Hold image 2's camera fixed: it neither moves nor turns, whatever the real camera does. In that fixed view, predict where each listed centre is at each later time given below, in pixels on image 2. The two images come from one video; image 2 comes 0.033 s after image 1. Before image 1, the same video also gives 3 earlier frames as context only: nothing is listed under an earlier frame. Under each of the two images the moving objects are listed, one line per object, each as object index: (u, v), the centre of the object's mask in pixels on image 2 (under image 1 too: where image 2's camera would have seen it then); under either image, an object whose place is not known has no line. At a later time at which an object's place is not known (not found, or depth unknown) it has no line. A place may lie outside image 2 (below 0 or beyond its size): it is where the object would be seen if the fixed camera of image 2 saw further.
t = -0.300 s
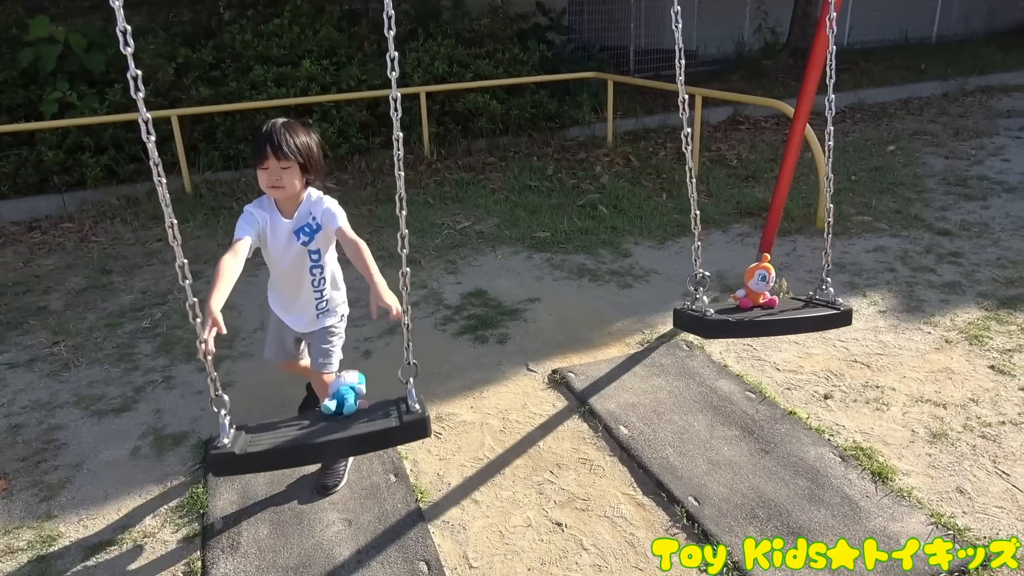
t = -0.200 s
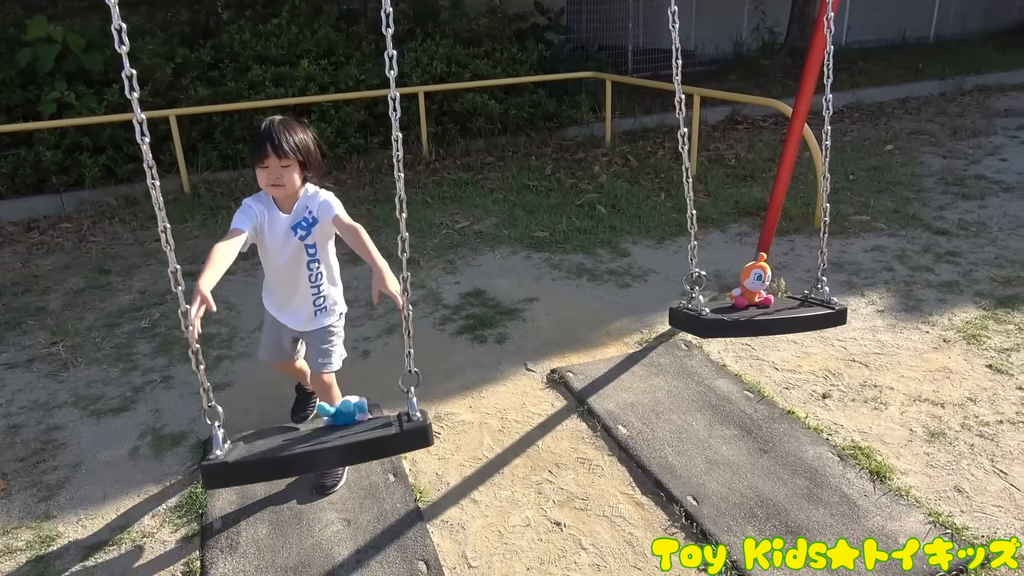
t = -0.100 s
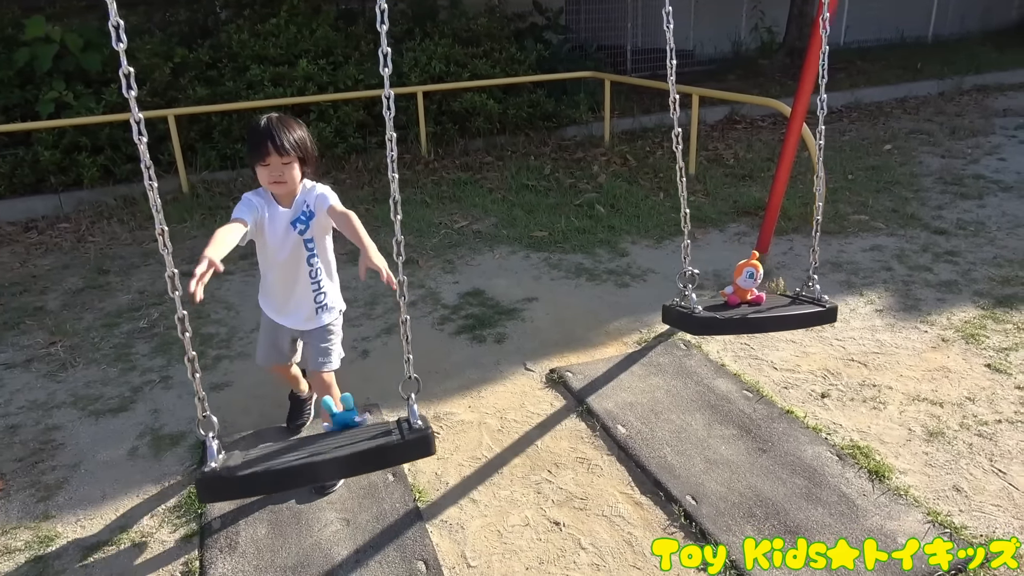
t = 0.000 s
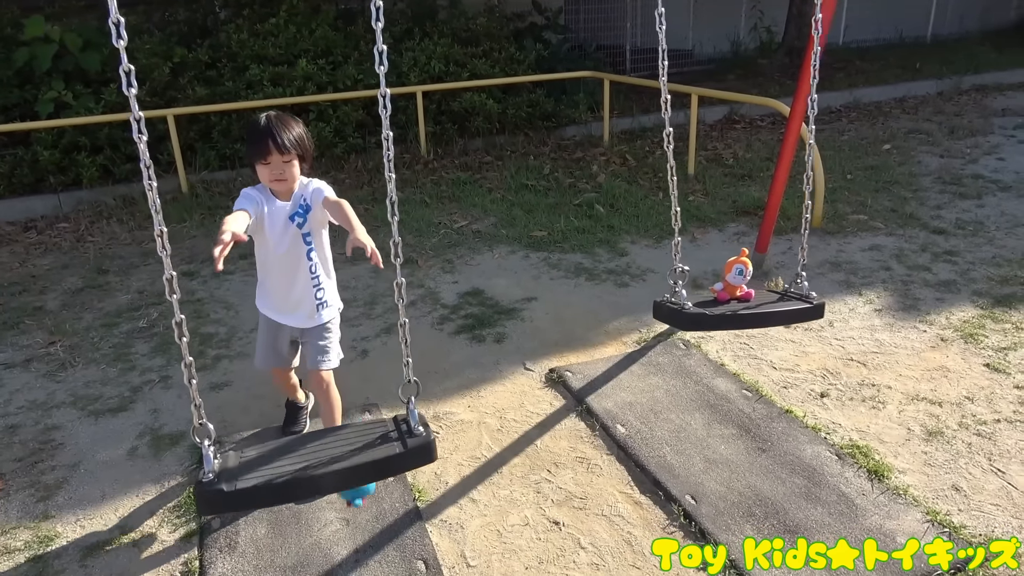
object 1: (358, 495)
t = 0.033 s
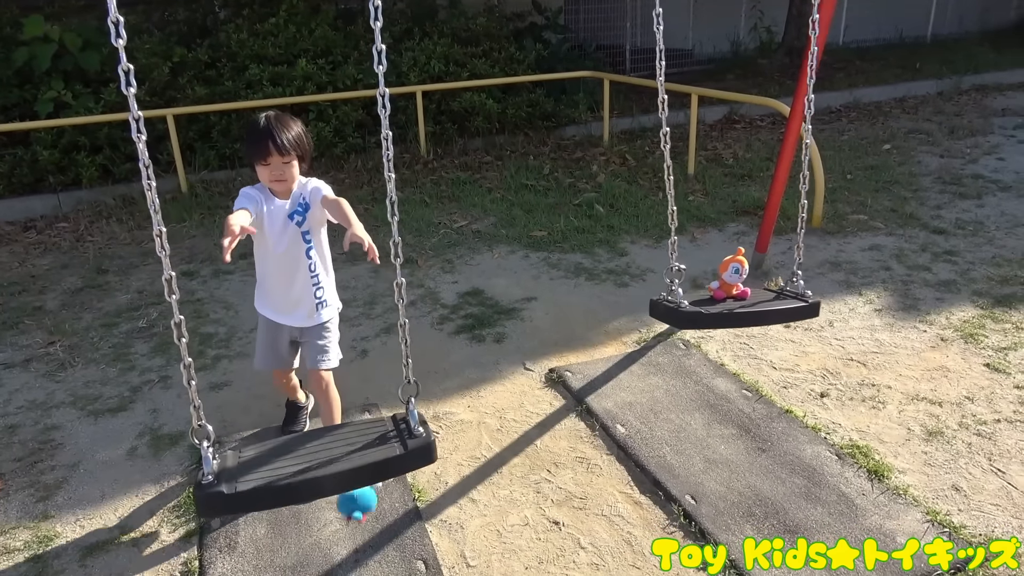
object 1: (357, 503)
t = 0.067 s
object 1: (362, 513)
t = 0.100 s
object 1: (367, 538)
